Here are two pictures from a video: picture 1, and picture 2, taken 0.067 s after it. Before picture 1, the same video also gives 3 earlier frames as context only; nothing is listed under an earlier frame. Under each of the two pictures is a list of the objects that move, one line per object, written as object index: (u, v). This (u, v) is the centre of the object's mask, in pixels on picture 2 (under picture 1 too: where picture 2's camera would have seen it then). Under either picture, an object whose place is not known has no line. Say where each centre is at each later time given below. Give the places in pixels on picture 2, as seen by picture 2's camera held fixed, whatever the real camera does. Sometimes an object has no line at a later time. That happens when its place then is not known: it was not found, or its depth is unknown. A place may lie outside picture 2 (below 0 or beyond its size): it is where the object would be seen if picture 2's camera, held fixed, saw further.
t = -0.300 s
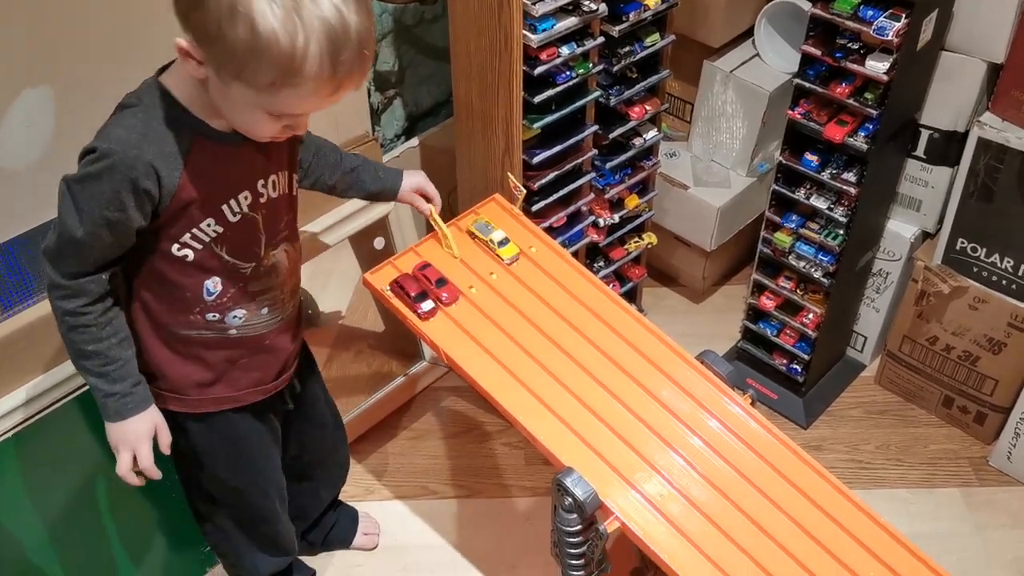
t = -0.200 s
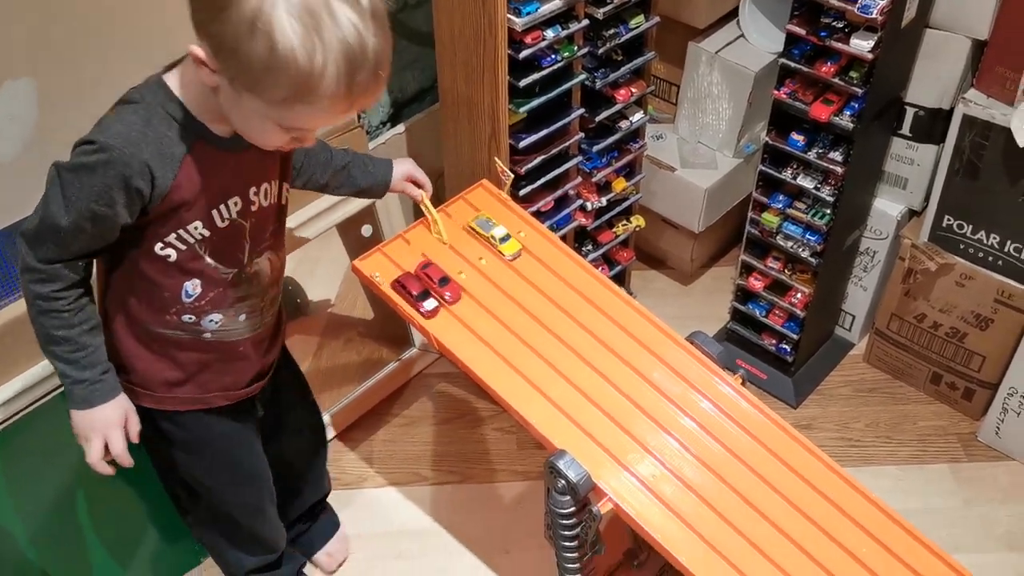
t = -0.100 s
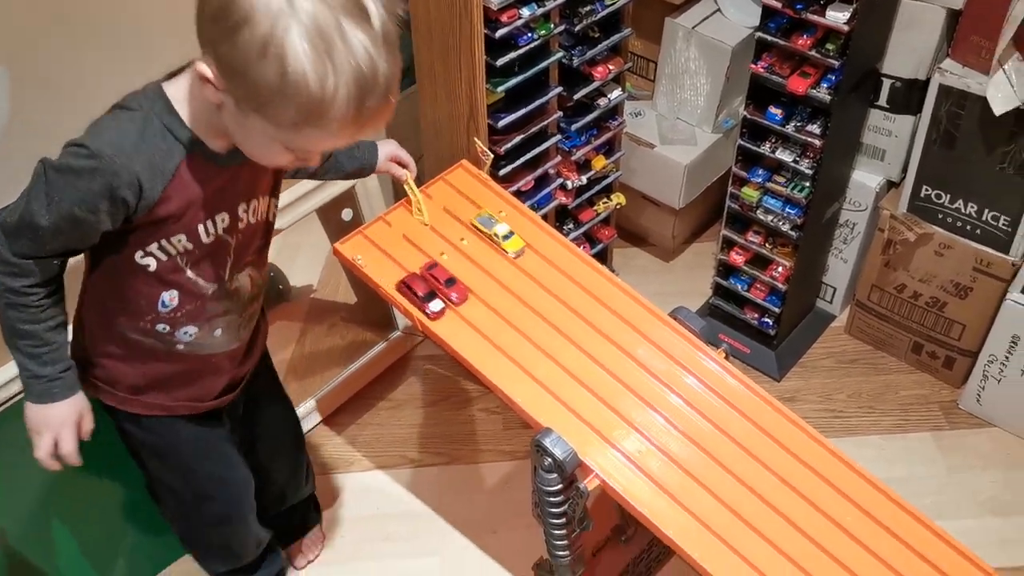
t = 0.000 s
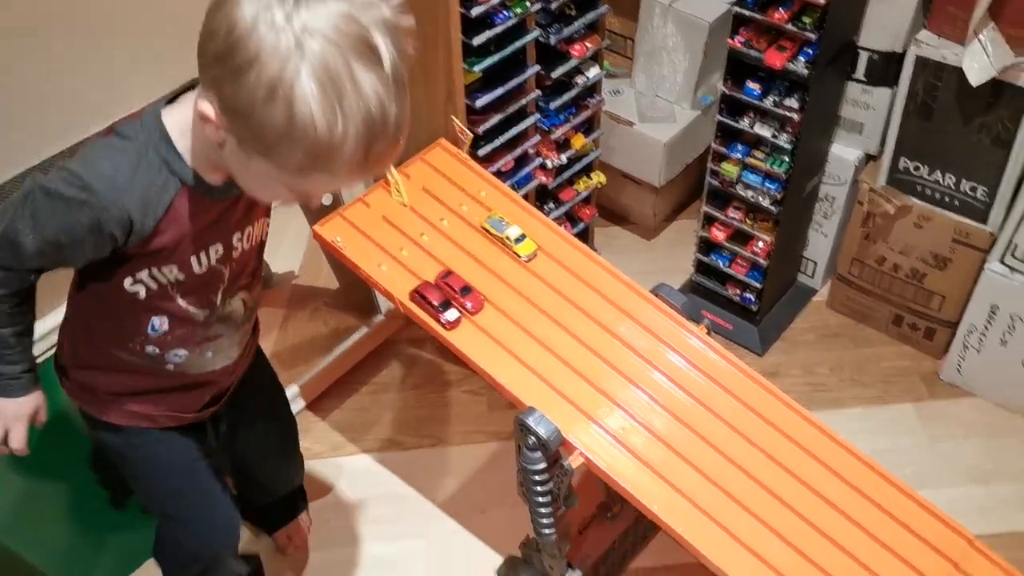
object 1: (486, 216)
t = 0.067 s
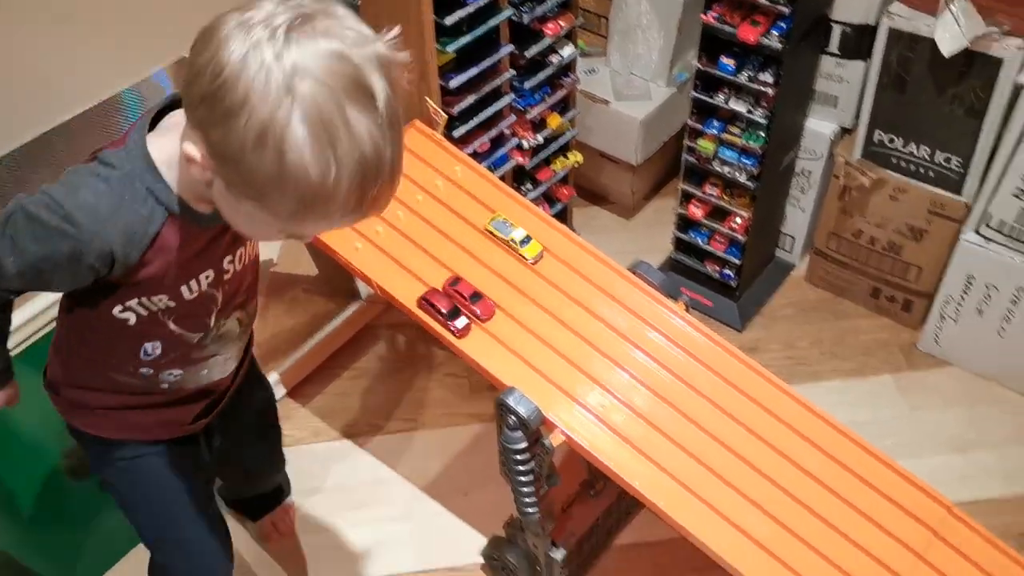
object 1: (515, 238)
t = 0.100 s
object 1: (530, 249)
